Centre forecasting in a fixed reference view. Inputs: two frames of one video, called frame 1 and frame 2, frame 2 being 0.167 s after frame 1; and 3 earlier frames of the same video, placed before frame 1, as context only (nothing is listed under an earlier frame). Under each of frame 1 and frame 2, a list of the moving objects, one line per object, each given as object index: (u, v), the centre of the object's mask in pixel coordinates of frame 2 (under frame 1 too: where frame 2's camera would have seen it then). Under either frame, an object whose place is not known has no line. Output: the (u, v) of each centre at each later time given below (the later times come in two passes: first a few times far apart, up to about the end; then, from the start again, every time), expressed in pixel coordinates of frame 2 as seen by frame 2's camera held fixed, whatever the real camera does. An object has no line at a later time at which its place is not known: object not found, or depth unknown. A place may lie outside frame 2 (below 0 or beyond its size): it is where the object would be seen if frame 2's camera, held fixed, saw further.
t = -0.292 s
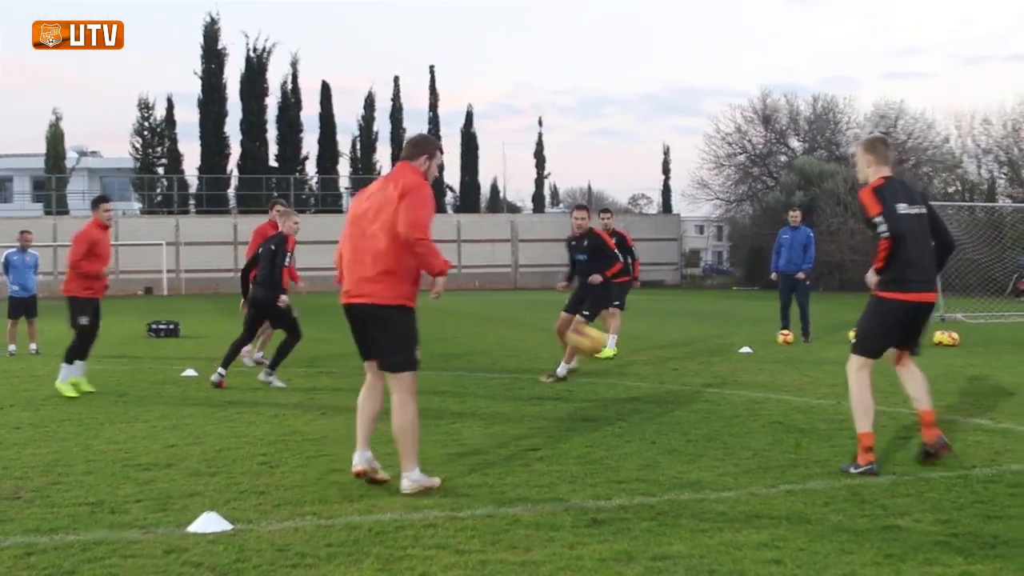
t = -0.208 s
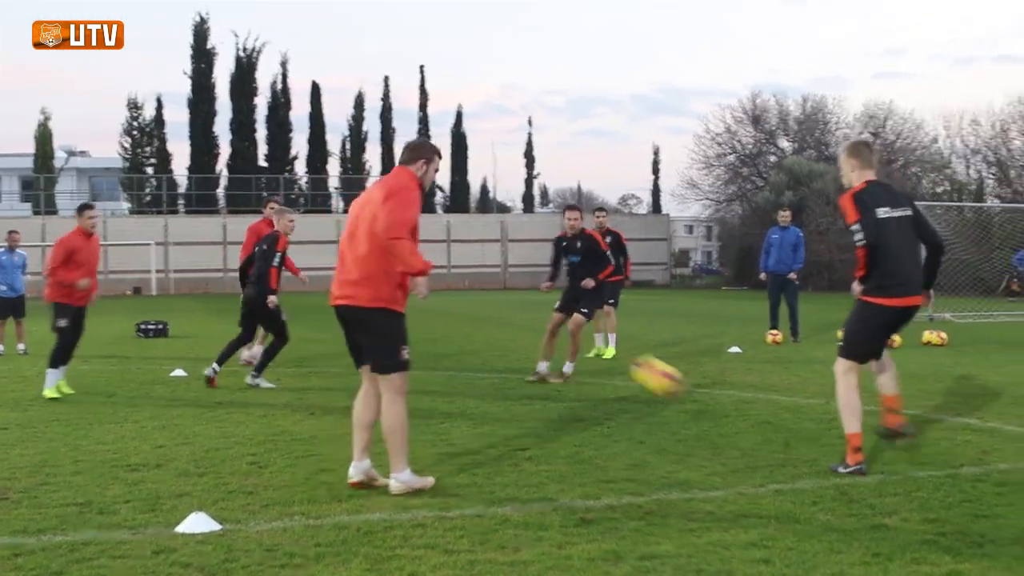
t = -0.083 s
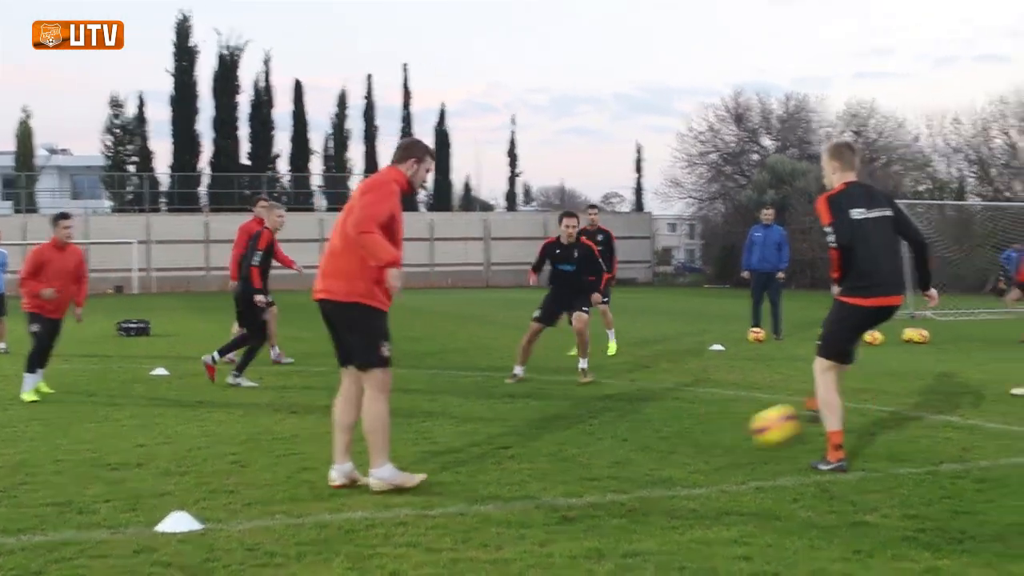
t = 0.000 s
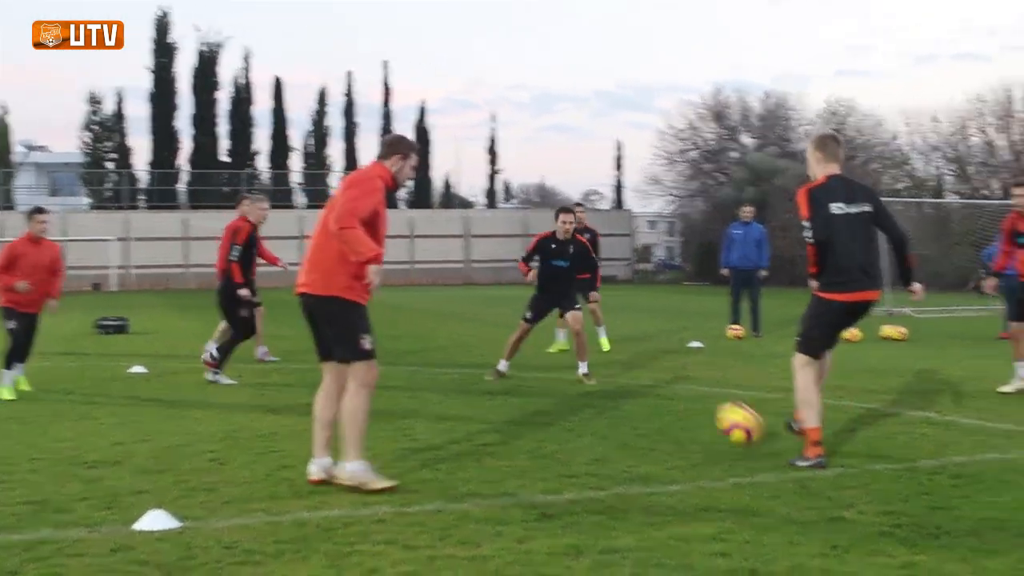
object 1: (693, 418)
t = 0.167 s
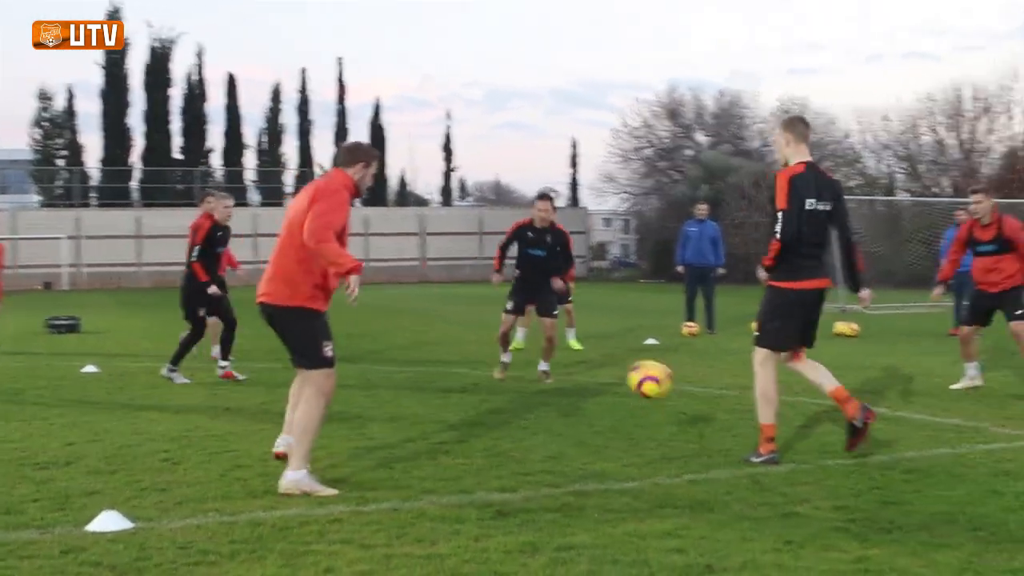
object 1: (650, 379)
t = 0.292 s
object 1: (617, 379)
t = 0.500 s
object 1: (562, 429)
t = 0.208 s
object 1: (639, 377)
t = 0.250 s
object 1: (628, 377)
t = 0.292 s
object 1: (617, 379)
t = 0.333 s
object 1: (606, 384)
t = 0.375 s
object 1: (596, 390)
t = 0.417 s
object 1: (584, 401)
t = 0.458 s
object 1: (574, 413)
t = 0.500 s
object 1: (562, 429)
